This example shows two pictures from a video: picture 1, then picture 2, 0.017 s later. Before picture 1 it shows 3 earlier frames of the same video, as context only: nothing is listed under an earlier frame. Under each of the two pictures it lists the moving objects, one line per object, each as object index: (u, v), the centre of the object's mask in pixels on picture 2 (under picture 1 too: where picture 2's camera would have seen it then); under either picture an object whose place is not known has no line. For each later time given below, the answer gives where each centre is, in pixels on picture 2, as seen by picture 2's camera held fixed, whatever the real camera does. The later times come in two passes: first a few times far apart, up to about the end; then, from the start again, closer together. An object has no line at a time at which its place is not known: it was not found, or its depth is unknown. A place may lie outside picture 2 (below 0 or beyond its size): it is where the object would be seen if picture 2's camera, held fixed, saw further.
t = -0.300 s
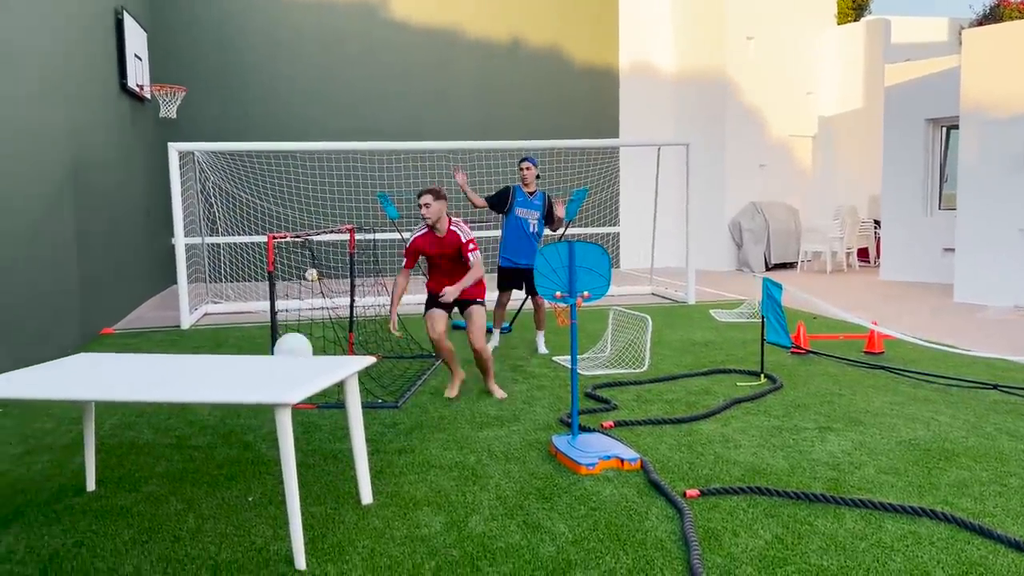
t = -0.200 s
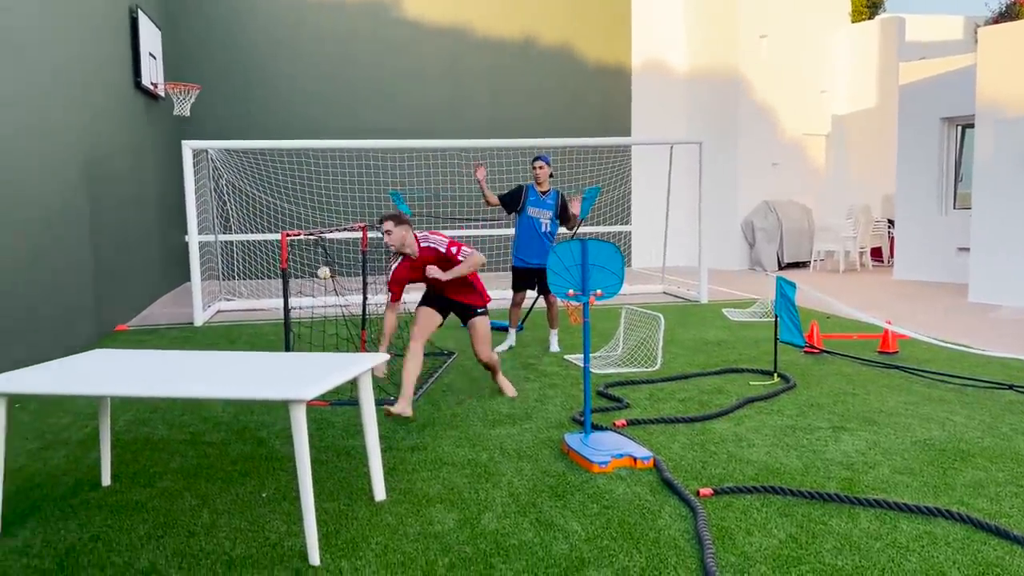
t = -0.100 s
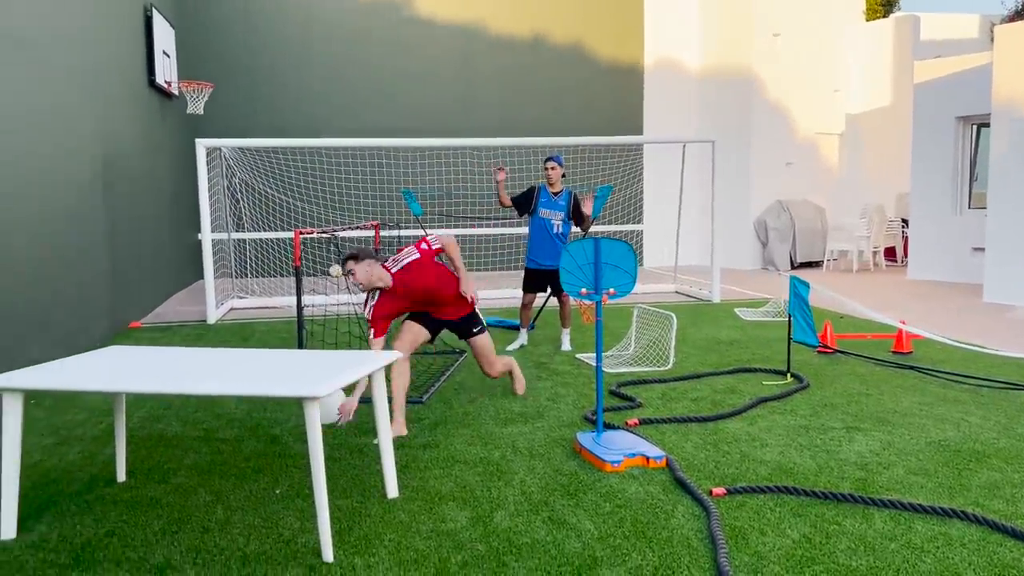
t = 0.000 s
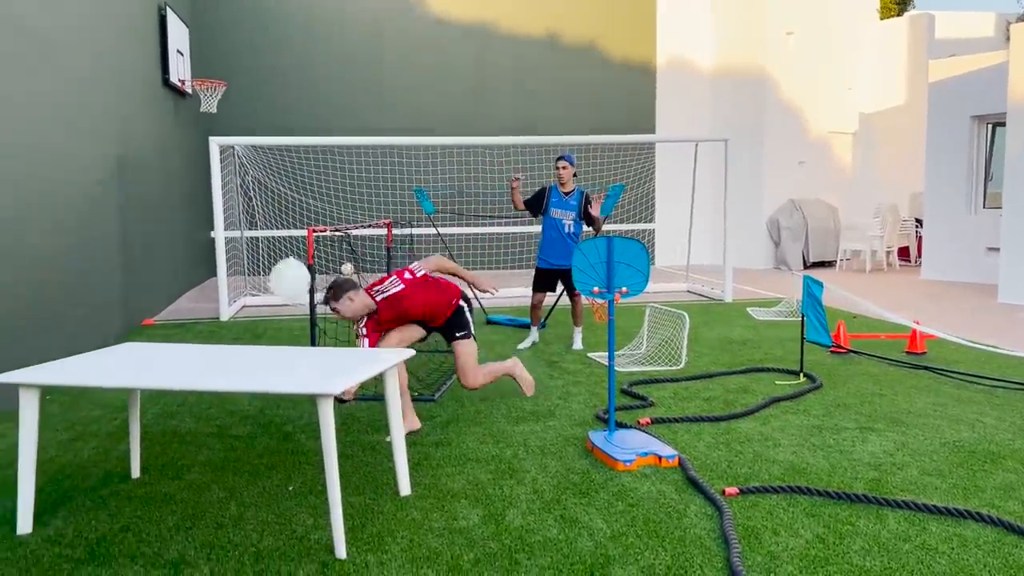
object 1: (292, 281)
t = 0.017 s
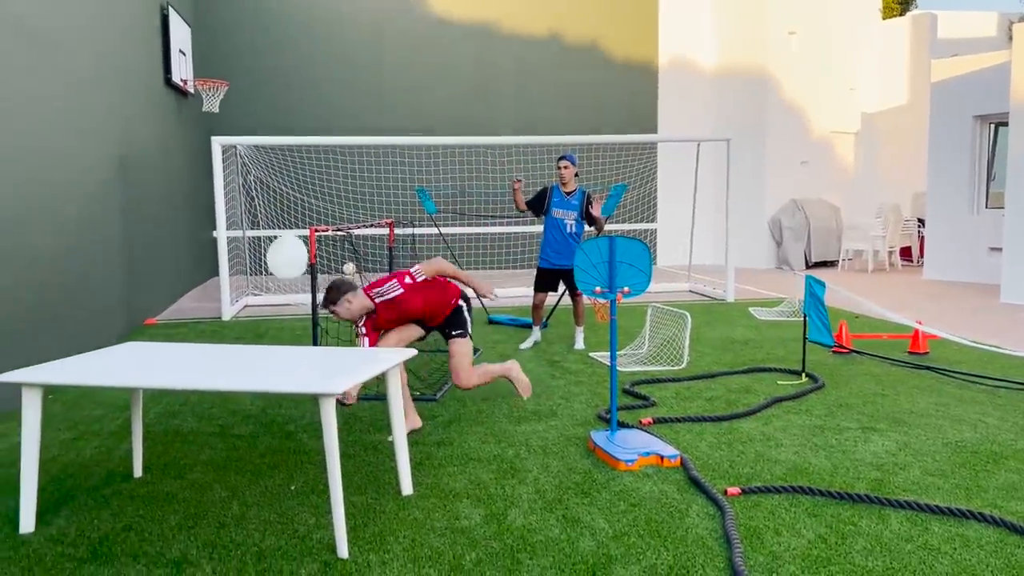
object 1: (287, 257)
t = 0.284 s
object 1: (269, 65)
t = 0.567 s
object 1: (274, 31)
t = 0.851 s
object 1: (283, 46)
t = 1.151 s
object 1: (291, 106)
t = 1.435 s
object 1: (293, 188)
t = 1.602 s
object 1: (286, 237)
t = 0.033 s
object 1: (284, 236)
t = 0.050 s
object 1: (281, 216)
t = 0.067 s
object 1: (279, 198)
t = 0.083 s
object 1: (276, 181)
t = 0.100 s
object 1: (274, 165)
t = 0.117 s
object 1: (273, 150)
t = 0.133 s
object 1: (271, 136)
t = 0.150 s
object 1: (271, 124)
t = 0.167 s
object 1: (271, 113)
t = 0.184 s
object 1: (270, 104)
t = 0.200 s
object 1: (269, 95)
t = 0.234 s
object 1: (269, 81)
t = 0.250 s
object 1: (269, 74)
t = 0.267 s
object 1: (269, 69)
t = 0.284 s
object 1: (269, 65)
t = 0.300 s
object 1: (269, 61)
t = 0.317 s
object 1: (269, 57)
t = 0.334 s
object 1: (270, 54)
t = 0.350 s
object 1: (270, 51)
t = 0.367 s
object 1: (270, 48)
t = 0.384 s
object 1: (270, 46)
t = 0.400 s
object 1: (270, 43)
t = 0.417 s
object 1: (270, 41)
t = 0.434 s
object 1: (271, 39)
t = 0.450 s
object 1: (271, 38)
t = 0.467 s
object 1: (272, 36)
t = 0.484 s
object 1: (272, 35)
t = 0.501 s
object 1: (273, 34)
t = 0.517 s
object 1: (273, 33)
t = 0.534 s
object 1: (273, 32)
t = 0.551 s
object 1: (274, 32)
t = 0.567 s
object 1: (274, 31)
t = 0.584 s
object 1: (275, 31)
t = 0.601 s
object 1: (275, 31)
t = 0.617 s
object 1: (275, 30)
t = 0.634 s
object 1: (275, 30)
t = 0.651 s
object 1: (275, 31)
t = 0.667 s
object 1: (276, 31)
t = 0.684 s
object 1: (277, 32)
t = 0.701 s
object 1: (278, 32)
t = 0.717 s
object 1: (278, 33)
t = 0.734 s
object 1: (279, 34)
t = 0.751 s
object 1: (279, 35)
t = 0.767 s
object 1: (280, 37)
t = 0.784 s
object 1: (280, 39)
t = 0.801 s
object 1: (281, 40)
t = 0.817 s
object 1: (282, 42)
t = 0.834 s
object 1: (283, 44)
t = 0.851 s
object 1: (283, 46)
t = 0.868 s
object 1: (284, 48)
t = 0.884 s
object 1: (284, 51)
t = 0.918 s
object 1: (285, 56)
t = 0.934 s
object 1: (286, 59)
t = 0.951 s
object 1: (286, 62)
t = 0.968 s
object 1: (286, 65)
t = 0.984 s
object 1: (287, 68)
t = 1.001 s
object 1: (287, 71)
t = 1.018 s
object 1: (286, 74)
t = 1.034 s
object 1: (285, 78)
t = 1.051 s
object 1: (286, 82)
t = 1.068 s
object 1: (288, 86)
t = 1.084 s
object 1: (289, 89)
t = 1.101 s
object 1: (287, 93)
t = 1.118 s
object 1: (290, 98)
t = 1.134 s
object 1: (290, 102)
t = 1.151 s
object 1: (291, 106)
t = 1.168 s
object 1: (291, 110)
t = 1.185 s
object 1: (288, 115)
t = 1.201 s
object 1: (288, 118)
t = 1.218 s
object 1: (287, 124)
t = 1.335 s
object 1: (288, 160)
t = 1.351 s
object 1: (287, 164)
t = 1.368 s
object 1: (288, 169)
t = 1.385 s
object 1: (293, 173)
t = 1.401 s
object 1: (293, 179)
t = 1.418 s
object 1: (292, 183)
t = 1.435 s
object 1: (293, 188)
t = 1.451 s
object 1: (292, 193)
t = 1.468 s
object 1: (292, 198)
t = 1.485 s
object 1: (292, 203)
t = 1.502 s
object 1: (292, 208)
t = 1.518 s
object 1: (288, 212)
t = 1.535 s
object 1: (287, 217)
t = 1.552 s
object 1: (287, 222)
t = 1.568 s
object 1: (286, 227)
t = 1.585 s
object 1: (286, 232)
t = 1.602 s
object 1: (286, 237)
